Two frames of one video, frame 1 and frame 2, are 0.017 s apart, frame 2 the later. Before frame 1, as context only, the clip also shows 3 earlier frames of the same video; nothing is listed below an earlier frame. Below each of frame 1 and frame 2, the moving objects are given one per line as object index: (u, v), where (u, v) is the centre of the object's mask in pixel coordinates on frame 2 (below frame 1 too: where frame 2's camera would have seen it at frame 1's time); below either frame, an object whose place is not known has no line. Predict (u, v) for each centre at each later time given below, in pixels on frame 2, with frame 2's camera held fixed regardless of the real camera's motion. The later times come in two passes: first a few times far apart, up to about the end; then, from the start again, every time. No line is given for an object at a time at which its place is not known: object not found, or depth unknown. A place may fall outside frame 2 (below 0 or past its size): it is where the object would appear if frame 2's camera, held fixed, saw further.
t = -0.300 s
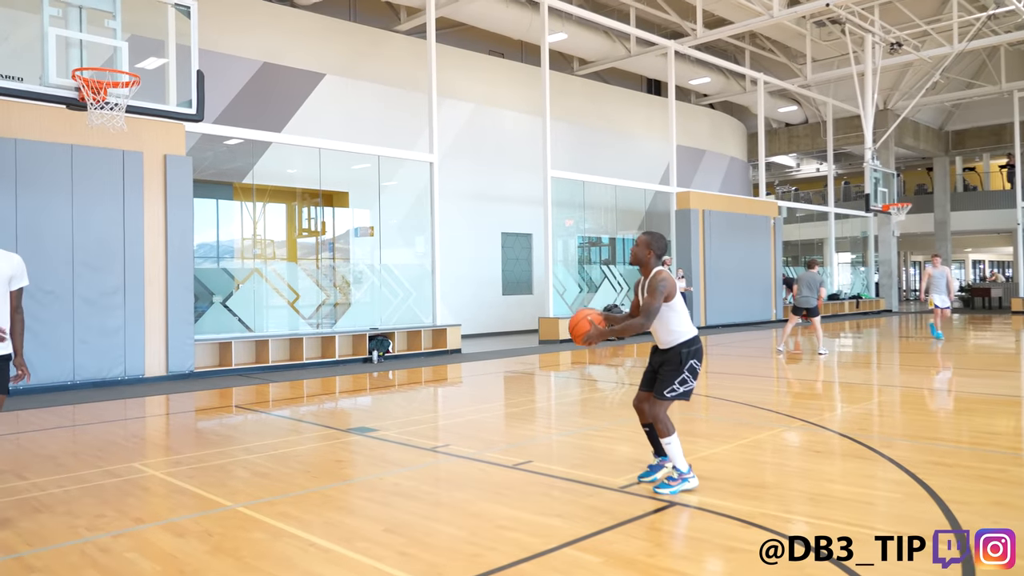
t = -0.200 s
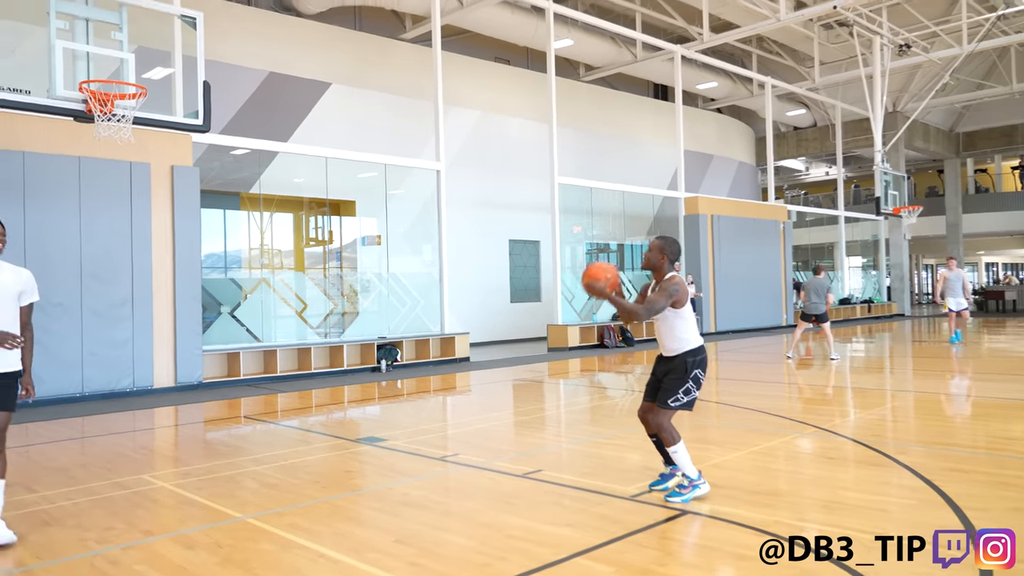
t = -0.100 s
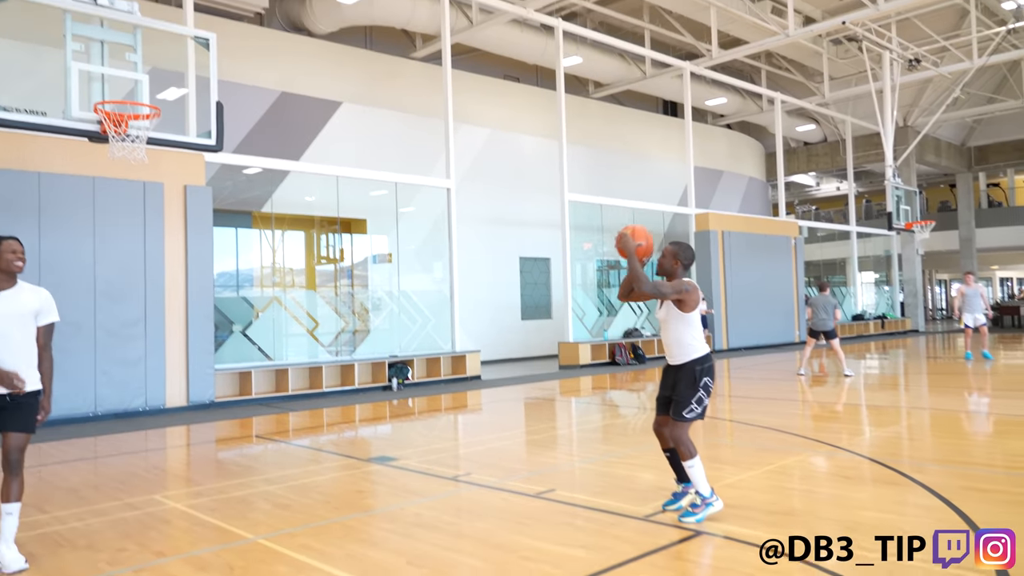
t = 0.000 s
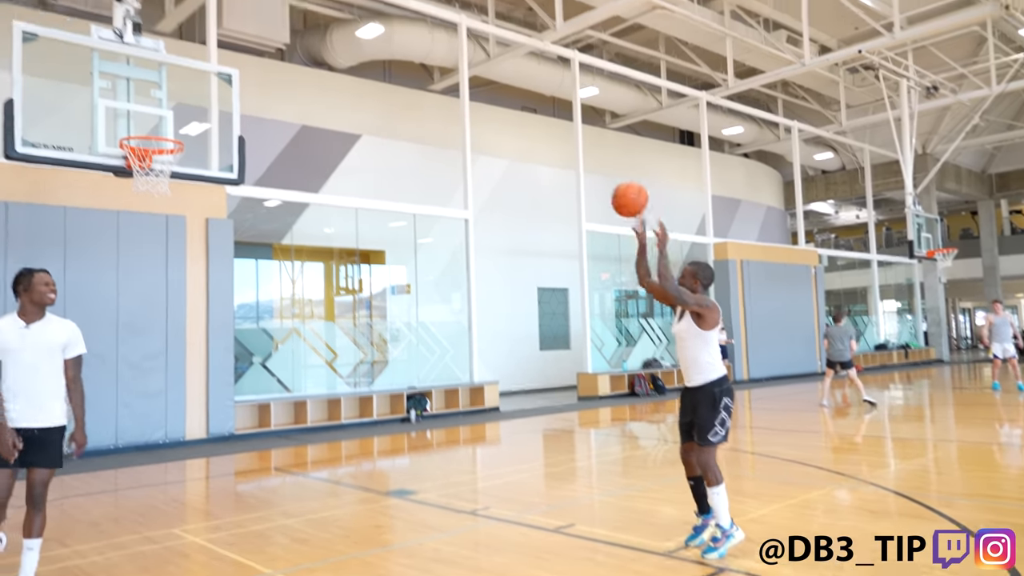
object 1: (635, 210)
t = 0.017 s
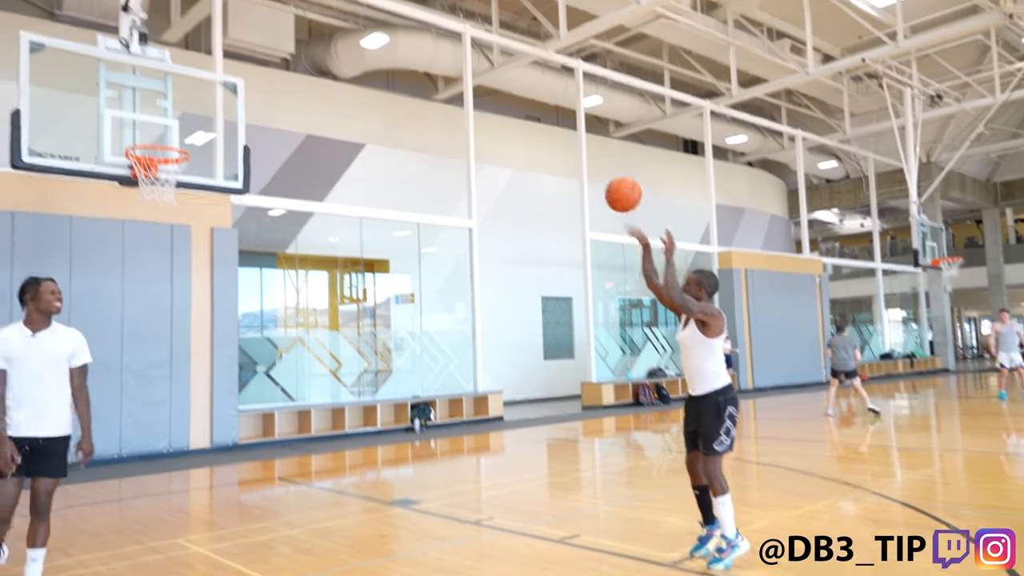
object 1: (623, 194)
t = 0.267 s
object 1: (483, 48)
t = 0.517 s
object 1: (365, 0)
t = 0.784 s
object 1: (254, 38)
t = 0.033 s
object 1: (613, 181)
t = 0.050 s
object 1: (603, 168)
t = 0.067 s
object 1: (593, 156)
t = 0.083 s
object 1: (583, 144)
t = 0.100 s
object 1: (573, 133)
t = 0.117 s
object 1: (563, 122)
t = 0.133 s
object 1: (554, 113)
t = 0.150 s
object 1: (546, 103)
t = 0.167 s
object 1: (537, 94)
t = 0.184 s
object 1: (527, 86)
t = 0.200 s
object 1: (518, 78)
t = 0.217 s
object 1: (510, 69)
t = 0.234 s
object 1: (500, 62)
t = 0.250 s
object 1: (492, 56)
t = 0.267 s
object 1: (483, 48)
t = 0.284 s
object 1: (475, 42)
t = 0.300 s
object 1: (466, 36)
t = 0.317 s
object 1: (458, 31)
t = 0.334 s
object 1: (450, 27)
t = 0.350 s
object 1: (442, 22)
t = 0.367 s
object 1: (433, 18)
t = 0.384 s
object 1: (426, 15)
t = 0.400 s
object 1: (418, 12)
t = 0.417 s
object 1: (410, 9)
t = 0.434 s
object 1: (402, 6)
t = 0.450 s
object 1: (395, 4)
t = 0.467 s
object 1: (387, 3)
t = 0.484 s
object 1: (379, 1)
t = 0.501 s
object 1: (372, 0)
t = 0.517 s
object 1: (365, 0)
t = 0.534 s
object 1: (357, -1)
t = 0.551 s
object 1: (350, -1)
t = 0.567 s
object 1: (343, 0)
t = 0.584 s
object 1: (336, 1)
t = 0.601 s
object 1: (328, 2)
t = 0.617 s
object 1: (321, 4)
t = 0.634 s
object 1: (315, 6)
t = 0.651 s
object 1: (308, 9)
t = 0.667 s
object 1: (301, 11)
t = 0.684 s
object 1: (295, 14)
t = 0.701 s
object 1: (288, 17)
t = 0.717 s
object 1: (282, 21)
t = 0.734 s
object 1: (274, 24)
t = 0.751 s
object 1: (268, 29)
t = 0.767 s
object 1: (261, 34)
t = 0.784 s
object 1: (254, 38)
